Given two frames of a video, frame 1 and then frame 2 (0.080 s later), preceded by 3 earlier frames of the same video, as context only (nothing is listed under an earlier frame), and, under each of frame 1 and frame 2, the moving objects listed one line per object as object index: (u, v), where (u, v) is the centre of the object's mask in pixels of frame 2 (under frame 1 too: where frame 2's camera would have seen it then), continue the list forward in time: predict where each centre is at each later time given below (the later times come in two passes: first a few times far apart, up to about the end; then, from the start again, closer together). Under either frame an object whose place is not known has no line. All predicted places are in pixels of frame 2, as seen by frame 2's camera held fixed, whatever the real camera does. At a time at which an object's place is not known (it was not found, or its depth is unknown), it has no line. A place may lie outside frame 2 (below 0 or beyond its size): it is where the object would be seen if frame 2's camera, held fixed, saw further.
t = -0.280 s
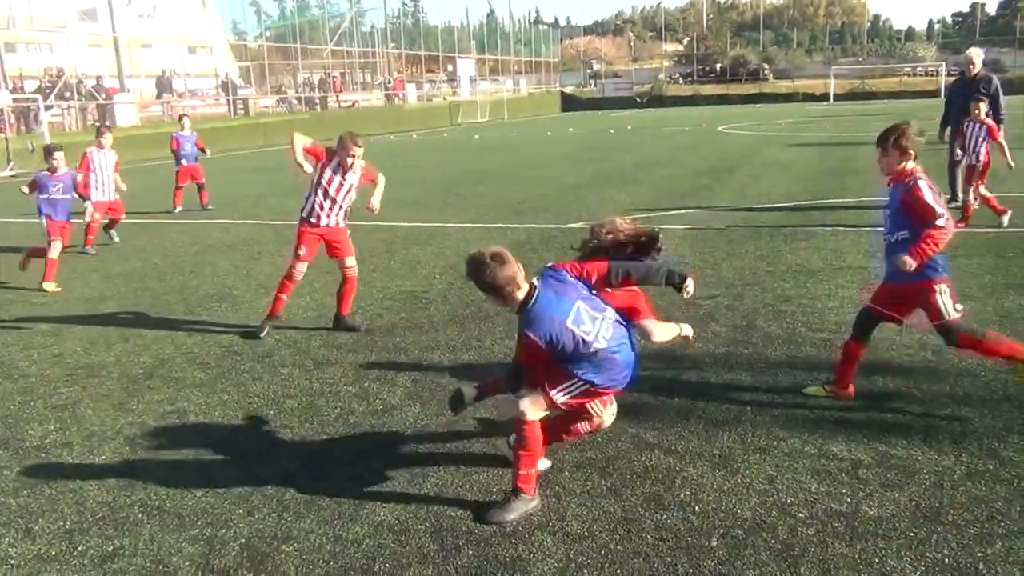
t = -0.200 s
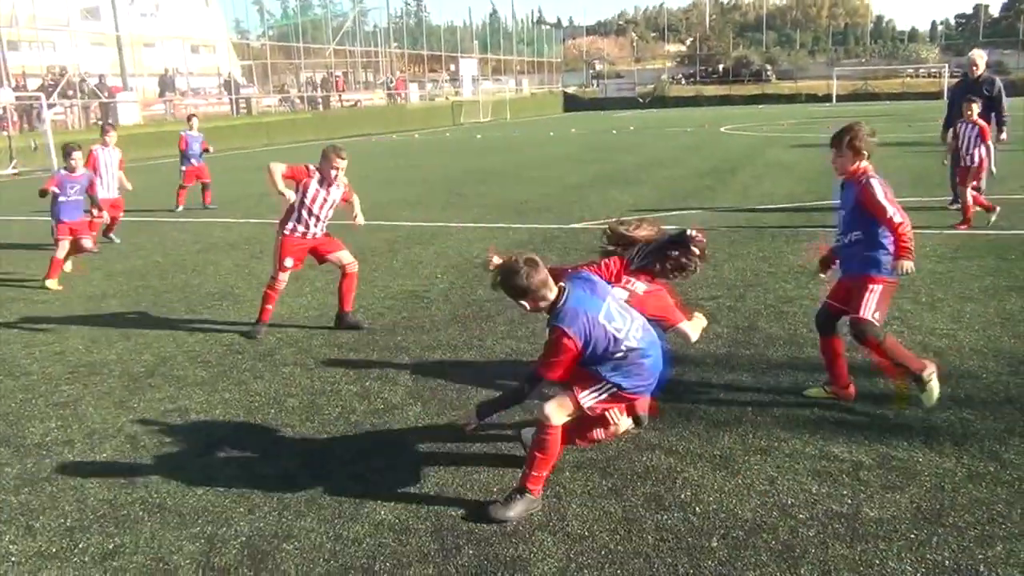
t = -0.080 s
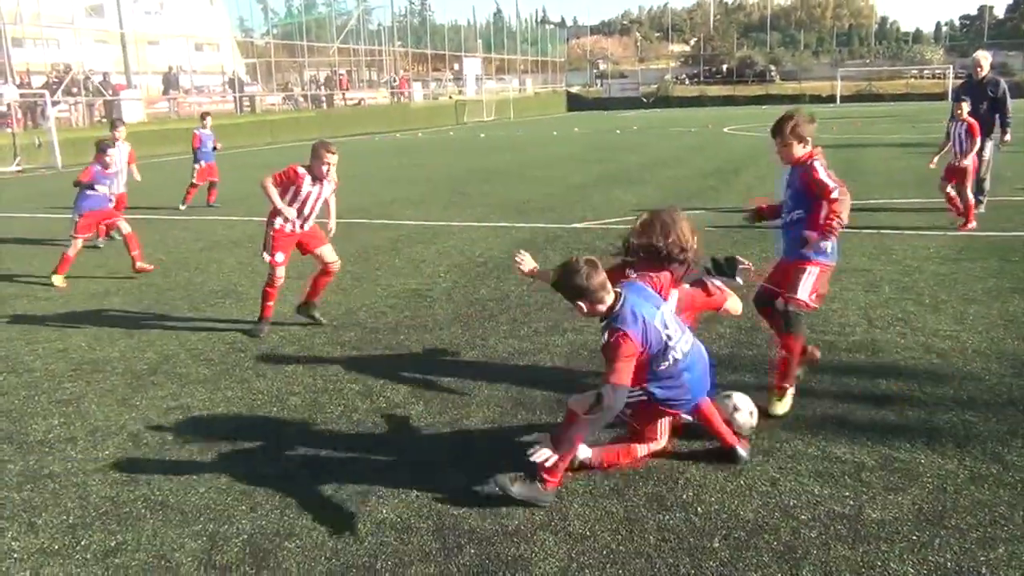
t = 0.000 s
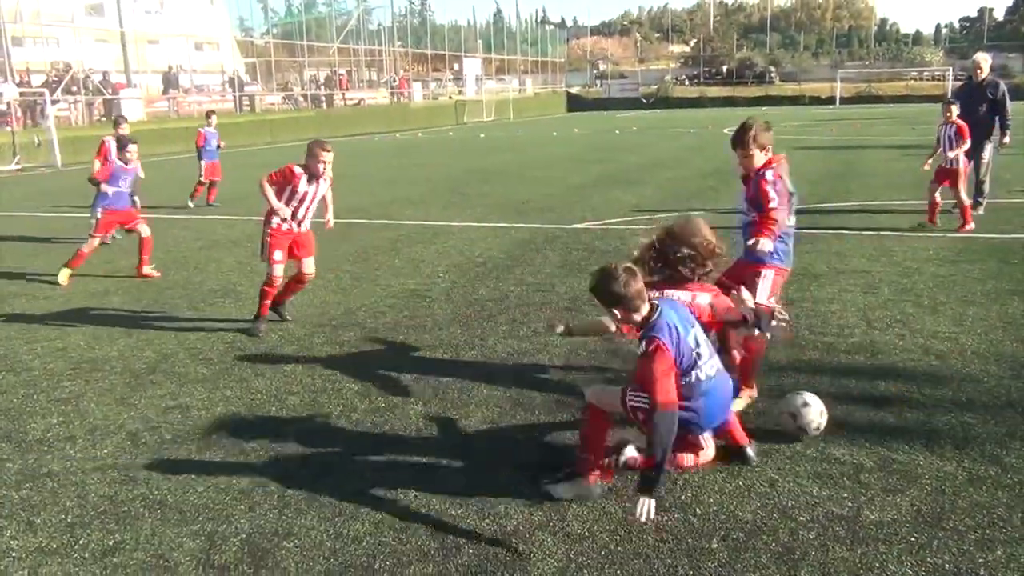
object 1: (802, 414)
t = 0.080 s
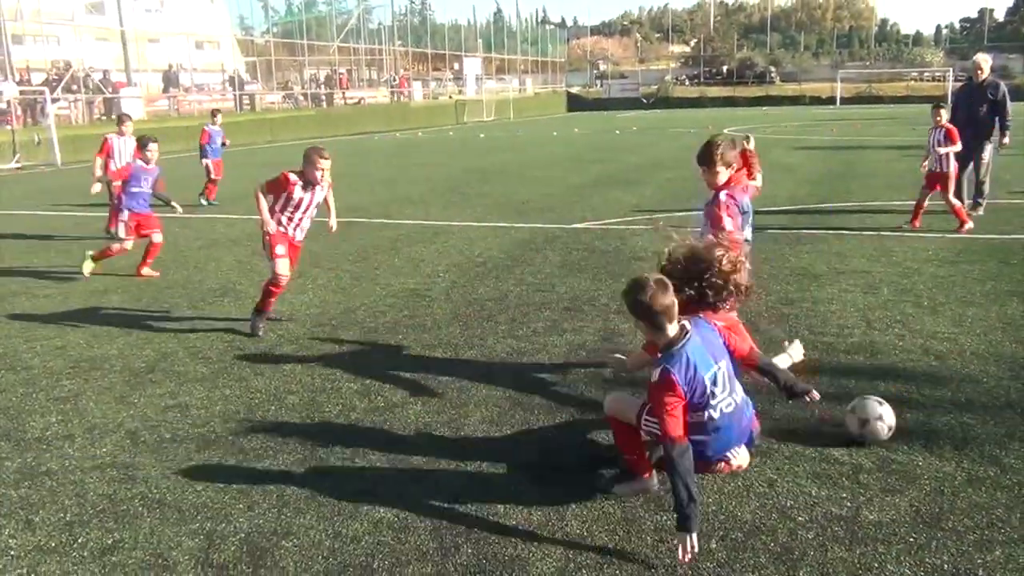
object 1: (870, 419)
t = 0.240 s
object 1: (993, 424)
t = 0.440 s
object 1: (1143, 428)
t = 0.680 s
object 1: (1356, 440)
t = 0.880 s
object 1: (1534, 451)
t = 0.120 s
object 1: (902, 419)
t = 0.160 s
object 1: (933, 423)
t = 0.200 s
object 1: (962, 423)
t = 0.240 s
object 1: (993, 424)
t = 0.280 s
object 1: (1018, 423)
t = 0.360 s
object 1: (1067, 423)
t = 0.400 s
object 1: (1105, 426)
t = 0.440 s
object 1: (1143, 428)
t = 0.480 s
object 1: (1180, 429)
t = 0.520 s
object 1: (1215, 432)
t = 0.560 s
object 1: (1250, 435)
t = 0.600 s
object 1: (1285, 436)
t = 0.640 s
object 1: (1320, 438)
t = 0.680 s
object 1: (1356, 440)
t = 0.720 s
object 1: (1391, 444)
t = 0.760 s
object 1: (1425, 445)
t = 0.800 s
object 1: (1458, 448)
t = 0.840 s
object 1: (1496, 448)
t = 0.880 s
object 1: (1534, 451)
